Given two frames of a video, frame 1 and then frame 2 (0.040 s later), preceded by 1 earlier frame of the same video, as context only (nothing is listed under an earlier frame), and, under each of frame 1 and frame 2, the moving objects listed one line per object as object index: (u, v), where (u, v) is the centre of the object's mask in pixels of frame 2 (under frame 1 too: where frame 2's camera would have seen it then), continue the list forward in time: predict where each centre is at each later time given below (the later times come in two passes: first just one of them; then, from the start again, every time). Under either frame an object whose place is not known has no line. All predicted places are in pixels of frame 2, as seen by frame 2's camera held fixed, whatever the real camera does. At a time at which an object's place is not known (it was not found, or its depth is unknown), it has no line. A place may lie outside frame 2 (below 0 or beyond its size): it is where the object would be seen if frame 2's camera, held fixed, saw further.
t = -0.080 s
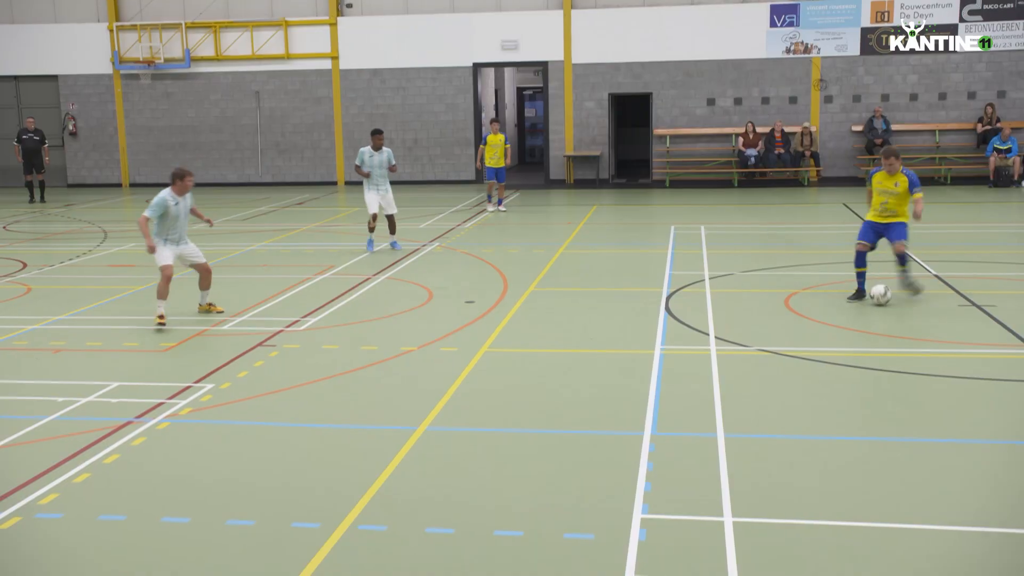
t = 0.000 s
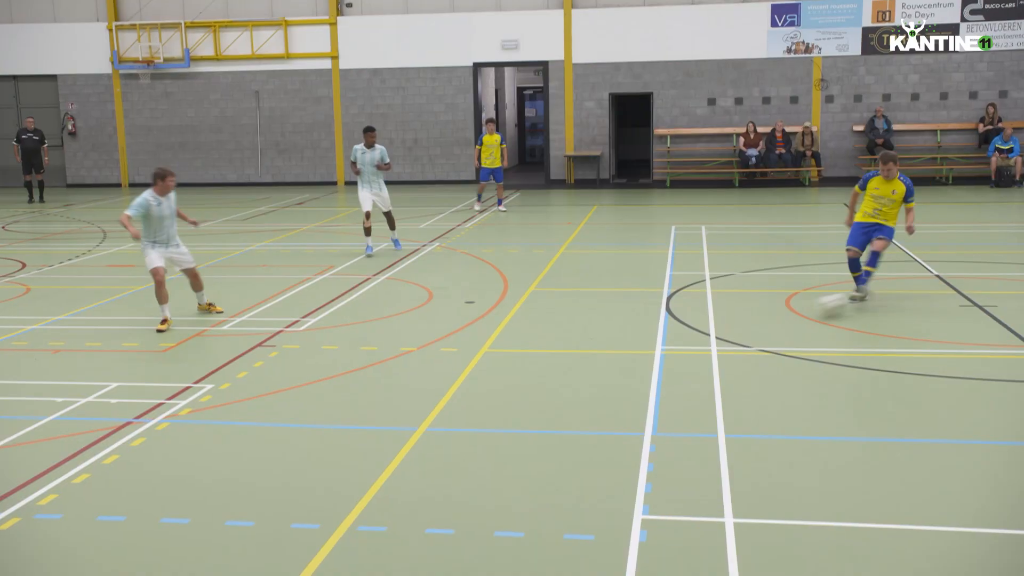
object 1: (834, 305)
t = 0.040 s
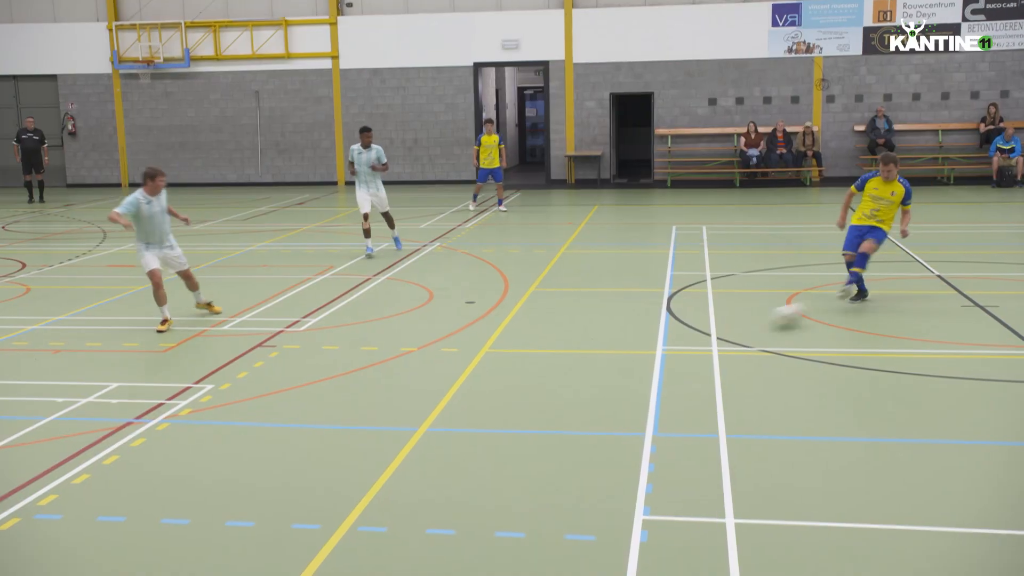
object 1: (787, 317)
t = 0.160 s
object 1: (642, 348)
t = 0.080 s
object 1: (742, 324)
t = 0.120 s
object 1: (694, 335)
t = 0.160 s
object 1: (642, 348)
